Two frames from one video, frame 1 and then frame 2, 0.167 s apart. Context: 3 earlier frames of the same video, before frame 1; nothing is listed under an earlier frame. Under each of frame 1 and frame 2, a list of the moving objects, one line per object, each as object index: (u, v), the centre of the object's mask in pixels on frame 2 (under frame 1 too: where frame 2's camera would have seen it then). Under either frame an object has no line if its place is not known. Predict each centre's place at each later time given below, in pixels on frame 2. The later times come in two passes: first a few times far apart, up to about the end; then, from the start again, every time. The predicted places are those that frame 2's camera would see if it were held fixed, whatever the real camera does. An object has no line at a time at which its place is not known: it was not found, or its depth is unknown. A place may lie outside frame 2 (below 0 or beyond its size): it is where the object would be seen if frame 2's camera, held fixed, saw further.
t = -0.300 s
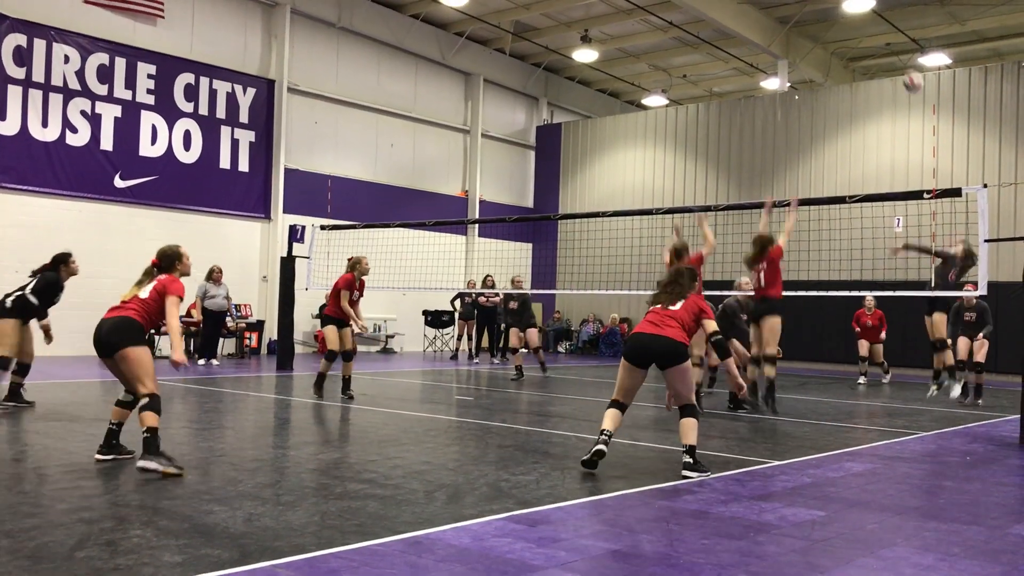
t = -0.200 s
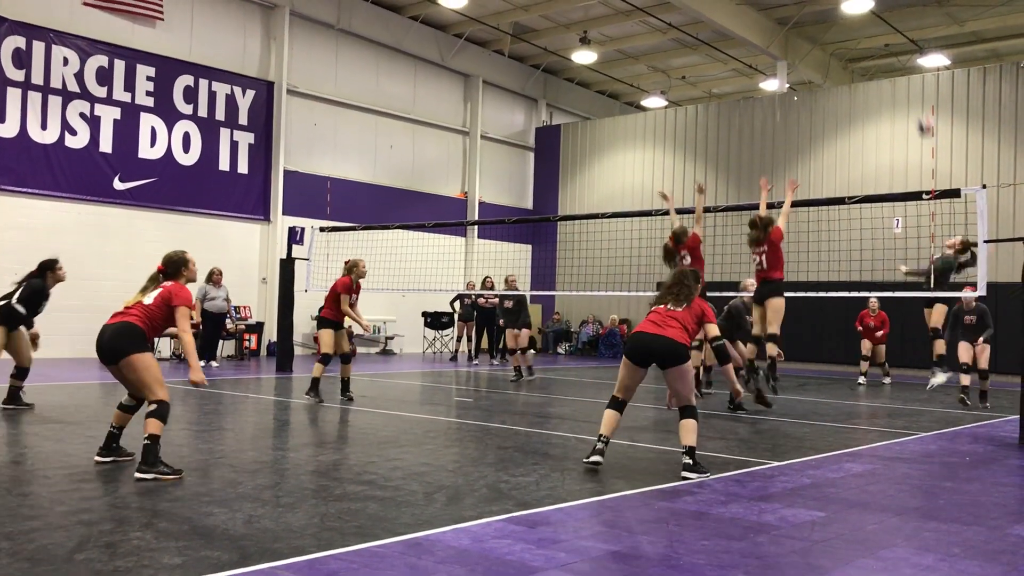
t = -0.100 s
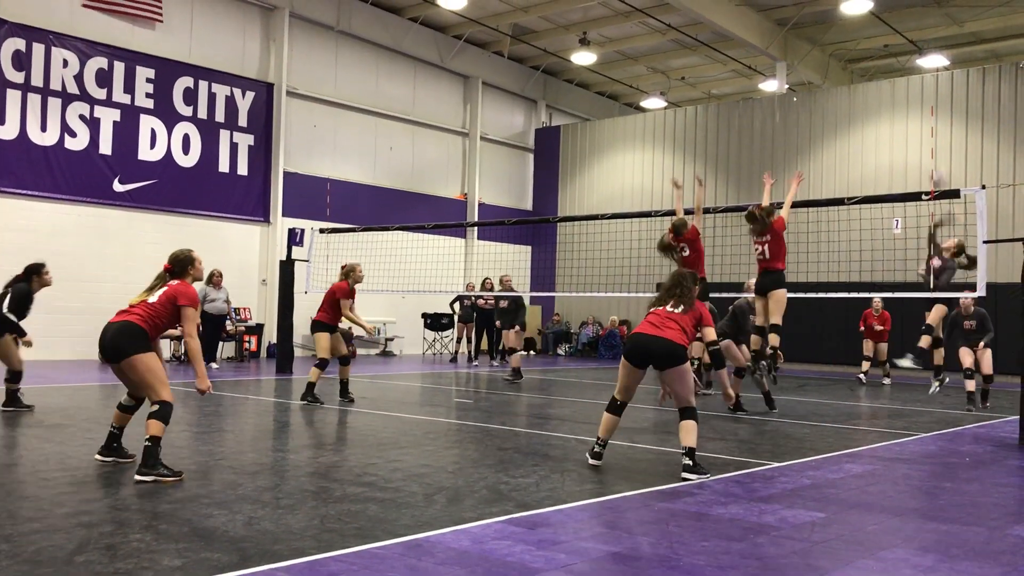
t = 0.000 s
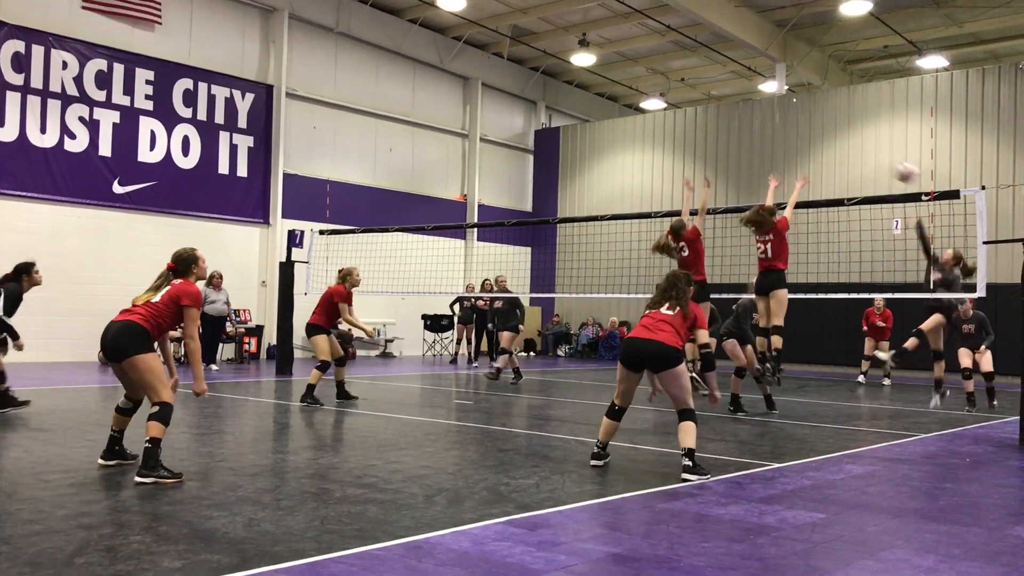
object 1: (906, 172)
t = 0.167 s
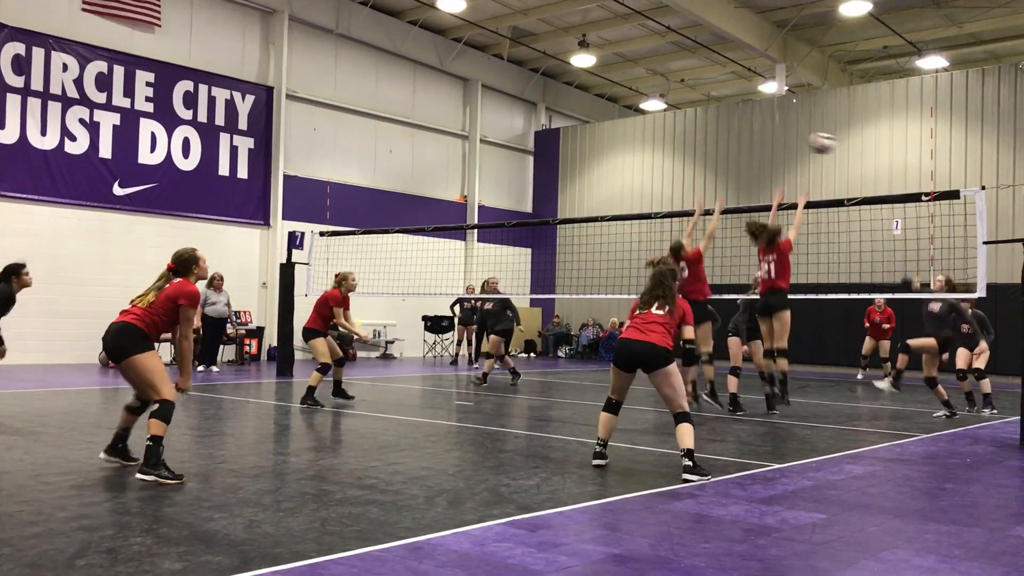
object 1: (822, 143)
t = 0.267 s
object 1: (766, 136)
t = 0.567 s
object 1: (567, 179)
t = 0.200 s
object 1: (804, 140)
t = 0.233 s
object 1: (785, 137)
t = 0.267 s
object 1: (766, 136)
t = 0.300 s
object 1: (746, 135)
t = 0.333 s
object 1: (726, 137)
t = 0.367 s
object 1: (705, 138)
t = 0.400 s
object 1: (684, 142)
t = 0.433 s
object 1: (661, 146)
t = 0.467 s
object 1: (637, 152)
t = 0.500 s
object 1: (615, 159)
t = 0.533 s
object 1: (592, 168)
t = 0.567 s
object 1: (567, 179)
